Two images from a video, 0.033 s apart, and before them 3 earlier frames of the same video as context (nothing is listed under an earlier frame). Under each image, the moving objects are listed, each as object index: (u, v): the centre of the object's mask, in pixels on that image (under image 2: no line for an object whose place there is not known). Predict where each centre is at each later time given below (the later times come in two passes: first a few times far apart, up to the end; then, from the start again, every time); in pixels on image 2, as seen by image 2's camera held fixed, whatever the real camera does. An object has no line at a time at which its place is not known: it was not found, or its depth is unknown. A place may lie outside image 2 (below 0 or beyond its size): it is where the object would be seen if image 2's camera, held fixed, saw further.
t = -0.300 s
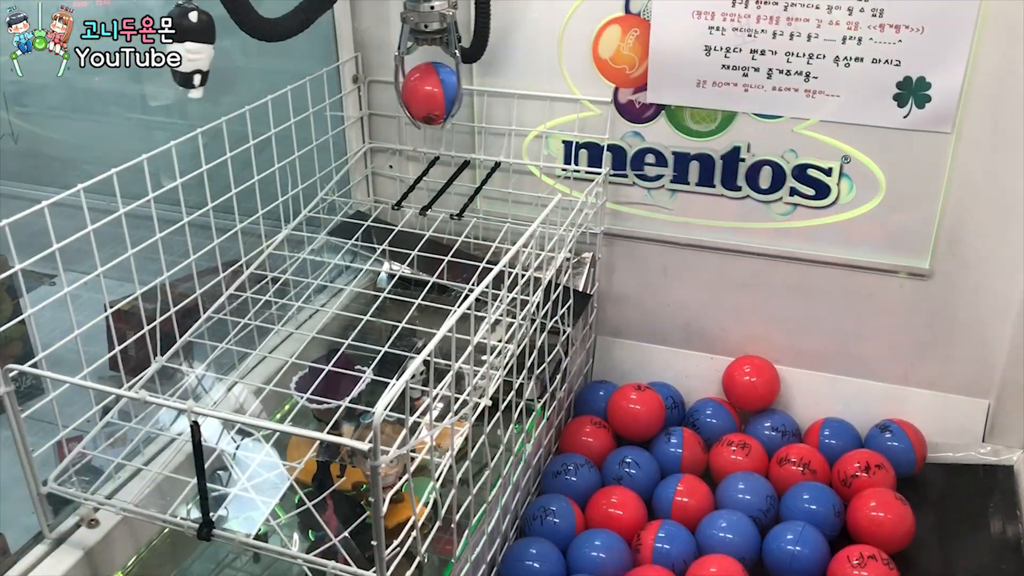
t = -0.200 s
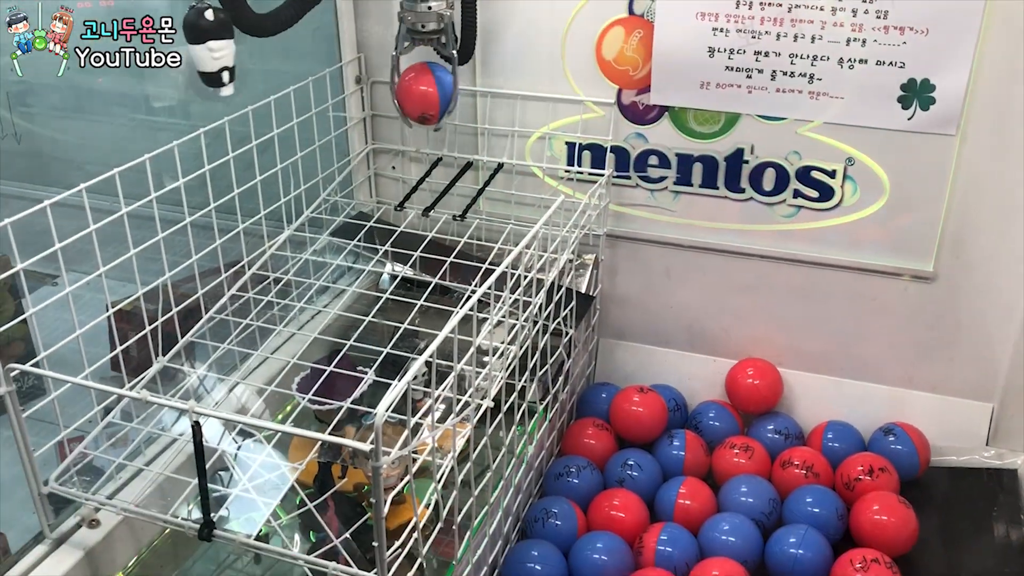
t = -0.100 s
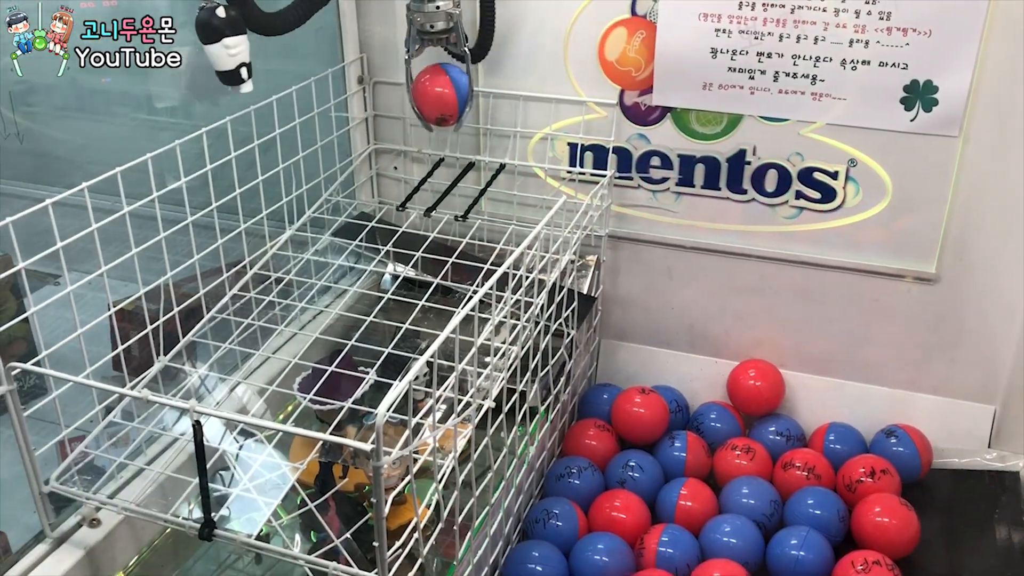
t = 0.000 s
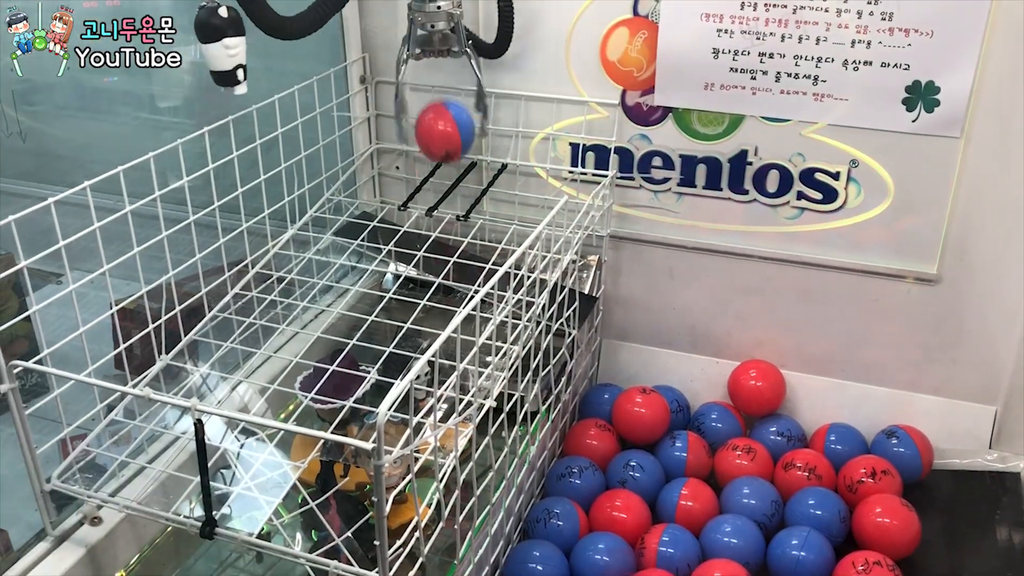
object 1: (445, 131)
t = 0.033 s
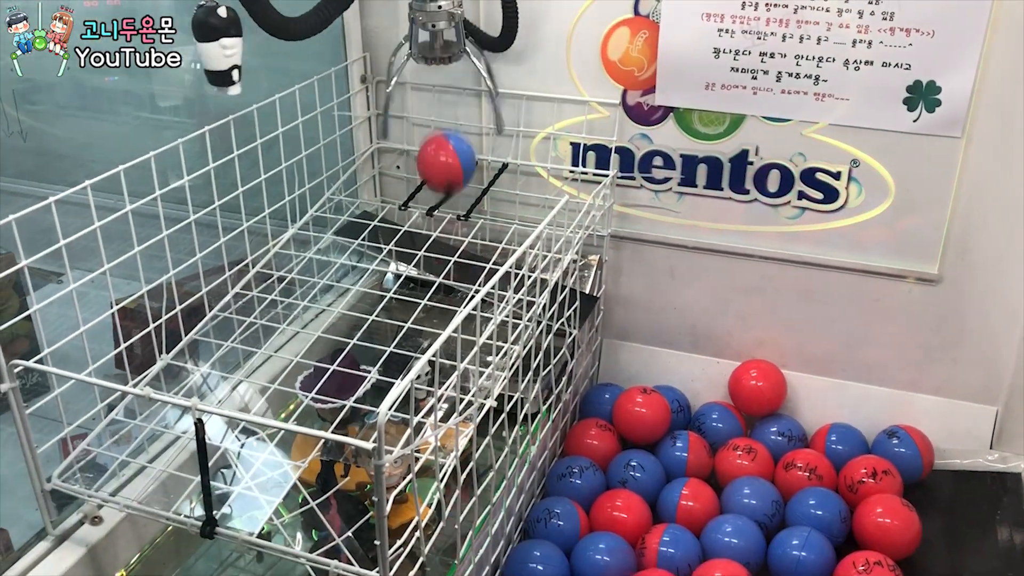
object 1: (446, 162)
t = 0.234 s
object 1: (365, 148)
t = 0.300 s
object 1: (336, 181)
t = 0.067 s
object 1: (444, 176)
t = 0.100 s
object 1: (429, 153)
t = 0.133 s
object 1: (414, 137)
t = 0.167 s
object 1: (398, 131)
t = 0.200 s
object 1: (381, 134)
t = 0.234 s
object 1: (365, 148)
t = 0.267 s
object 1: (352, 171)
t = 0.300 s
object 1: (336, 181)
